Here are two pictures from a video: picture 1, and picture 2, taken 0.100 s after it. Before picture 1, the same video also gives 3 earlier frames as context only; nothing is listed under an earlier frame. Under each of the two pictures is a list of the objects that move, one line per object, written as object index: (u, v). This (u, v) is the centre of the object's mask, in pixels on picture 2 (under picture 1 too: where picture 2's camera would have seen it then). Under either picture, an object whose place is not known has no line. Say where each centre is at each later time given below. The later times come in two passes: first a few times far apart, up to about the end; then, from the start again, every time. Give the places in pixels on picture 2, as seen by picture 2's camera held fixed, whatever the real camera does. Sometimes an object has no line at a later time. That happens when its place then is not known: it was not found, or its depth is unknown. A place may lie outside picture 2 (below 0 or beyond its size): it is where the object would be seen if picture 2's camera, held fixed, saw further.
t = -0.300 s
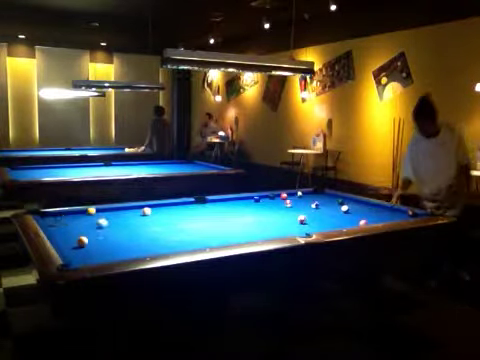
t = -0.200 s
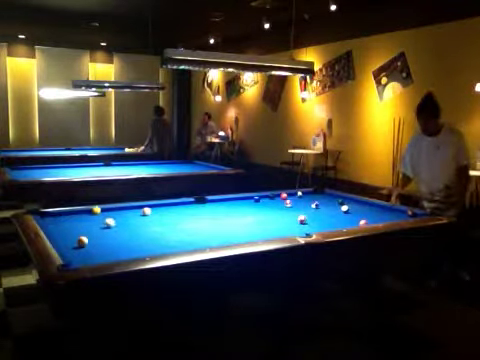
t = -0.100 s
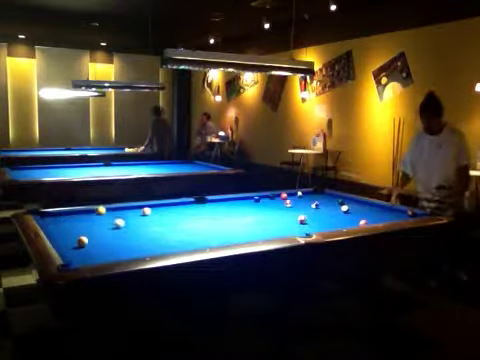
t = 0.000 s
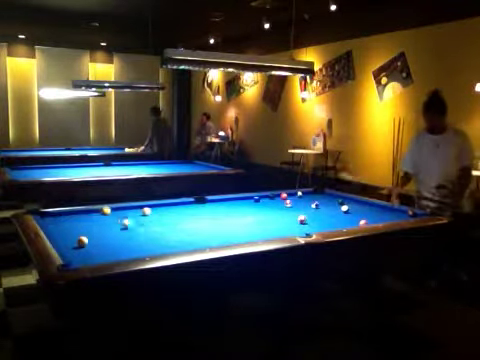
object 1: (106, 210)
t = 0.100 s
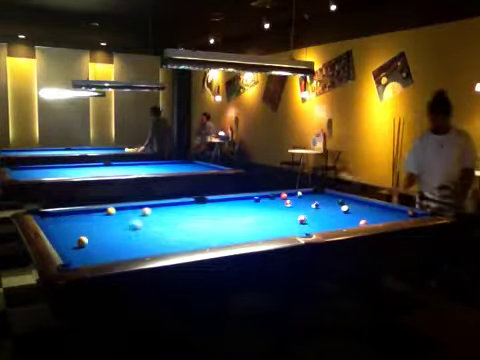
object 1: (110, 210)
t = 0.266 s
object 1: (118, 211)
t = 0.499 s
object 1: (129, 211)
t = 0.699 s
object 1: (137, 211)
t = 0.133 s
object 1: (112, 211)
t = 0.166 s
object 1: (114, 211)
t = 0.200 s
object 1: (115, 211)
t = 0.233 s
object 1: (117, 211)
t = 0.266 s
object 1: (118, 211)
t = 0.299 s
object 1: (120, 211)
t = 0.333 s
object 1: (121, 211)
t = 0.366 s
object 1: (123, 211)
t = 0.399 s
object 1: (124, 211)
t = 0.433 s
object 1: (125, 211)
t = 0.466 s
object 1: (127, 211)
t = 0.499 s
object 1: (129, 211)
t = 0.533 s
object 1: (131, 211)
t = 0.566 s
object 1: (132, 211)
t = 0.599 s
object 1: (133, 211)
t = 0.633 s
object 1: (134, 211)
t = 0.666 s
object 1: (136, 211)
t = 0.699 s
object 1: (137, 211)
